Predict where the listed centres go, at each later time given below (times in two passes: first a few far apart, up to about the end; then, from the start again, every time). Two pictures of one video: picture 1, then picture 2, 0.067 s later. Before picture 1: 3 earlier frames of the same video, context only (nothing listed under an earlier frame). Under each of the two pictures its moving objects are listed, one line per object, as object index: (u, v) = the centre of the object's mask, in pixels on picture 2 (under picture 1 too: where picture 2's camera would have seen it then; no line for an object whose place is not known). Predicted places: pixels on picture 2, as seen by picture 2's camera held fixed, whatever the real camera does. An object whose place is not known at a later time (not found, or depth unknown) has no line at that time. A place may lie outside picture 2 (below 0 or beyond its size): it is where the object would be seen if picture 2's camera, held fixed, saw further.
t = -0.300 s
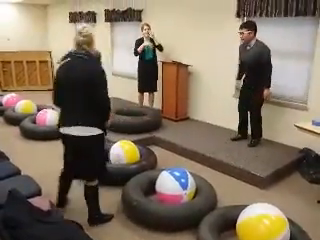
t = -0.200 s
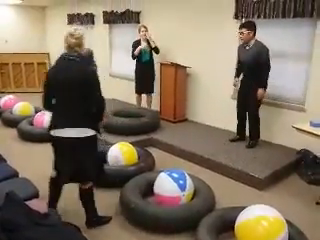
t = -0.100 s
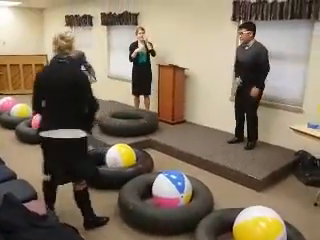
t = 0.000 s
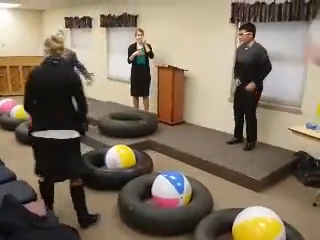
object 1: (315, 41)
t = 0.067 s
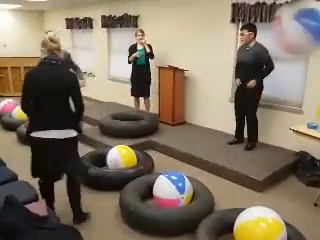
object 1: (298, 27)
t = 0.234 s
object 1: (237, 20)
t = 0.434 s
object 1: (187, 37)
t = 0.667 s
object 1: (151, 80)
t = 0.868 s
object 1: (134, 105)
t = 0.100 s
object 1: (288, 25)
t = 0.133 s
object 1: (274, 20)
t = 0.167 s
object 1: (259, 20)
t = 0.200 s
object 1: (248, 19)
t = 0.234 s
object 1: (237, 20)
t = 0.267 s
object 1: (228, 20)
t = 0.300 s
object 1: (218, 22)
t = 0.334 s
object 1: (209, 25)
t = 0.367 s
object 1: (201, 29)
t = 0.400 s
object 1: (194, 33)
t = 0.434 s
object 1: (187, 37)
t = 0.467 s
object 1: (181, 42)
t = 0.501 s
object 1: (176, 48)
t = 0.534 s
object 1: (169, 53)
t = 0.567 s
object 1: (163, 61)
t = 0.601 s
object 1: (158, 67)
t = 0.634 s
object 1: (155, 73)
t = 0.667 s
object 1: (151, 80)
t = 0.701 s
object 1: (147, 86)
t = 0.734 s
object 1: (143, 92)
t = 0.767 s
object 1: (140, 97)
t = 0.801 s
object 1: (137, 107)
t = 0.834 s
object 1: (135, 110)
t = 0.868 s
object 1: (134, 105)
